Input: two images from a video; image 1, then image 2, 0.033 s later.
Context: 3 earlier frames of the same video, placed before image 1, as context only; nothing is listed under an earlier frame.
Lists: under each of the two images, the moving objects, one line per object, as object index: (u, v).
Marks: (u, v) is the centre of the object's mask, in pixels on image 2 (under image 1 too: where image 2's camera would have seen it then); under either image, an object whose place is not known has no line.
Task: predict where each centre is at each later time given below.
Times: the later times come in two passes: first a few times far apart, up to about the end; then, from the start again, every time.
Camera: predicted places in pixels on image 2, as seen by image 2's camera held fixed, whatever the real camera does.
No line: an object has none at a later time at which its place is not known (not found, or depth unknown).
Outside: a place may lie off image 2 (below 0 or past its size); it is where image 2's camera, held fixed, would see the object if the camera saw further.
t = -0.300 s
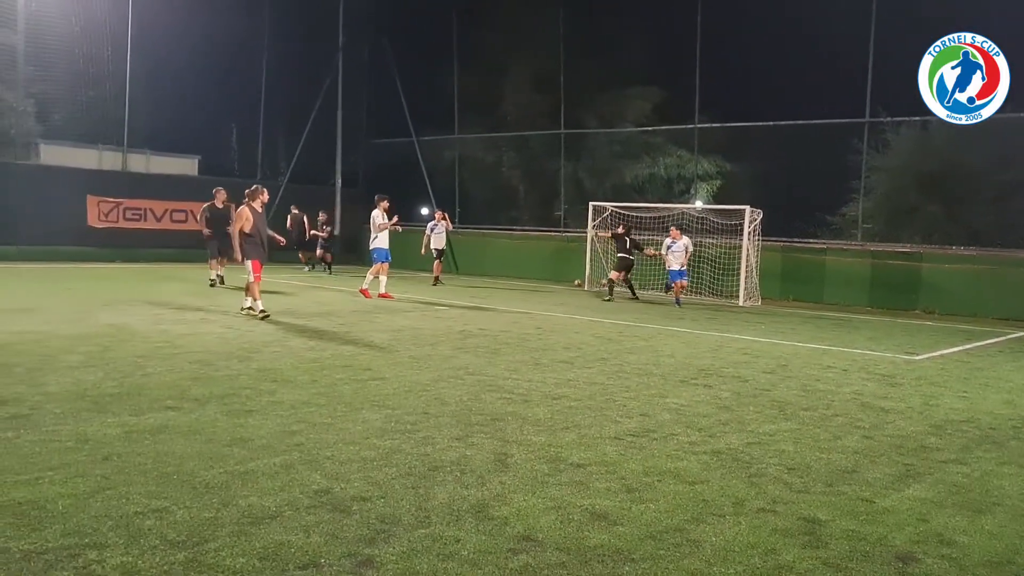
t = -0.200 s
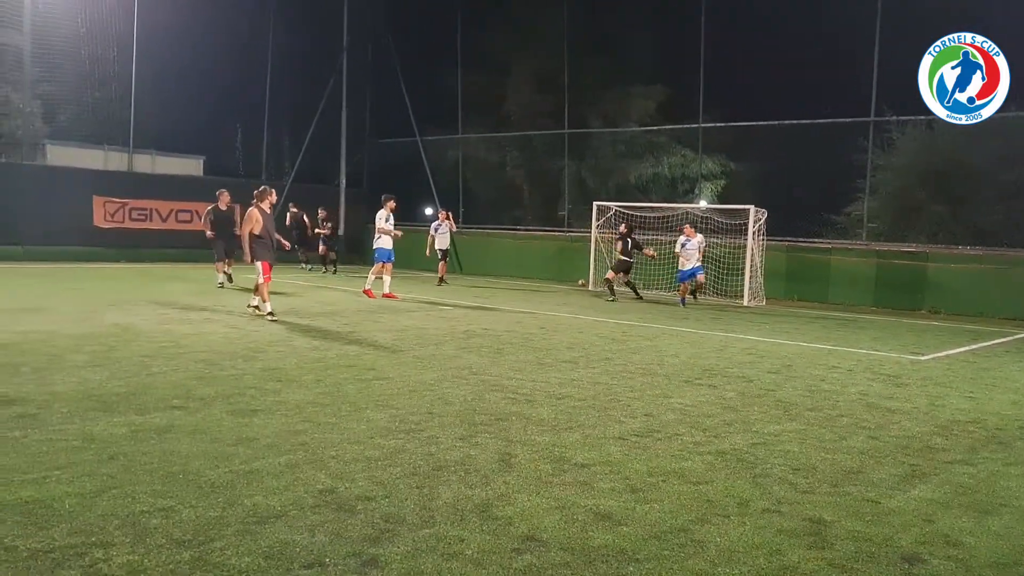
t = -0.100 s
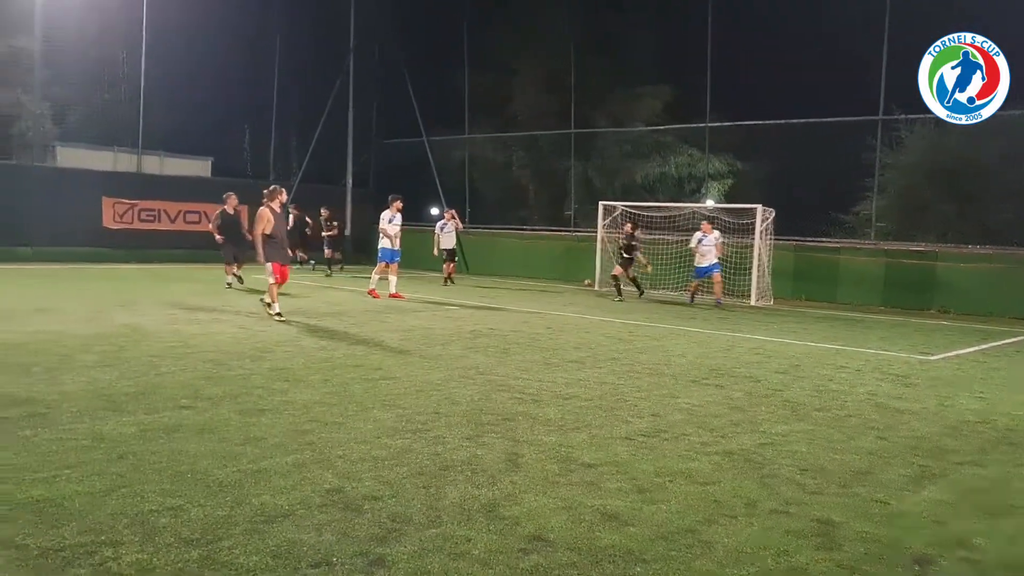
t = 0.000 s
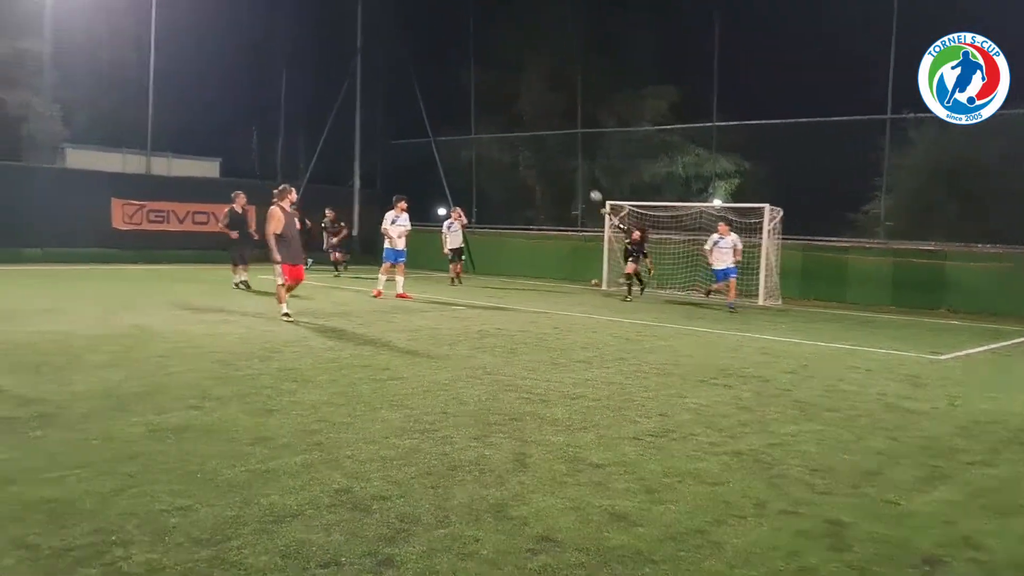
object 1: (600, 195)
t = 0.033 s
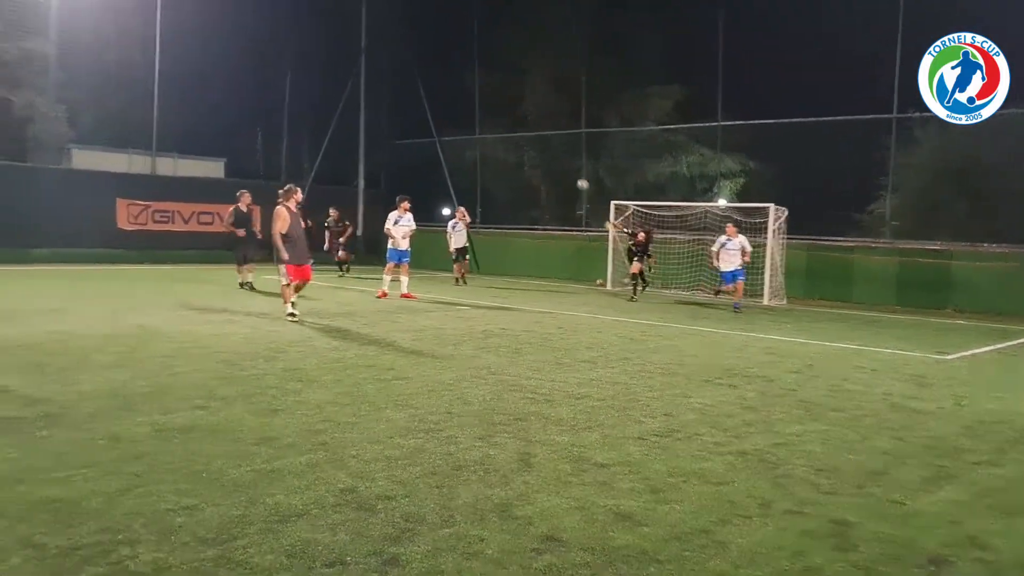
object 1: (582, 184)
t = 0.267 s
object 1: (445, 112)
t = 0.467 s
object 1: (296, 57)
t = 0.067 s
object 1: (565, 174)
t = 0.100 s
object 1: (546, 163)
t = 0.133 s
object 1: (527, 153)
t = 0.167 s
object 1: (508, 142)
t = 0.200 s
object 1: (488, 131)
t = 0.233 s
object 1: (467, 121)
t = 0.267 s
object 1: (445, 112)
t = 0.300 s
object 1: (423, 102)
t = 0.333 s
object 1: (399, 92)
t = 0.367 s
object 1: (375, 83)
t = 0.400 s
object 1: (351, 74)
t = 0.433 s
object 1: (324, 65)
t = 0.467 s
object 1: (296, 57)
